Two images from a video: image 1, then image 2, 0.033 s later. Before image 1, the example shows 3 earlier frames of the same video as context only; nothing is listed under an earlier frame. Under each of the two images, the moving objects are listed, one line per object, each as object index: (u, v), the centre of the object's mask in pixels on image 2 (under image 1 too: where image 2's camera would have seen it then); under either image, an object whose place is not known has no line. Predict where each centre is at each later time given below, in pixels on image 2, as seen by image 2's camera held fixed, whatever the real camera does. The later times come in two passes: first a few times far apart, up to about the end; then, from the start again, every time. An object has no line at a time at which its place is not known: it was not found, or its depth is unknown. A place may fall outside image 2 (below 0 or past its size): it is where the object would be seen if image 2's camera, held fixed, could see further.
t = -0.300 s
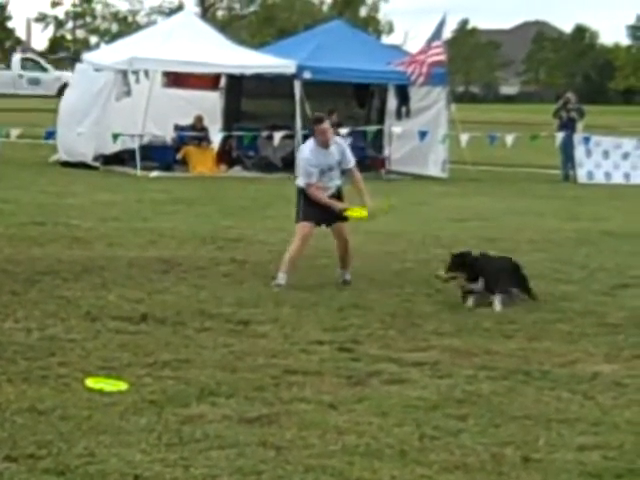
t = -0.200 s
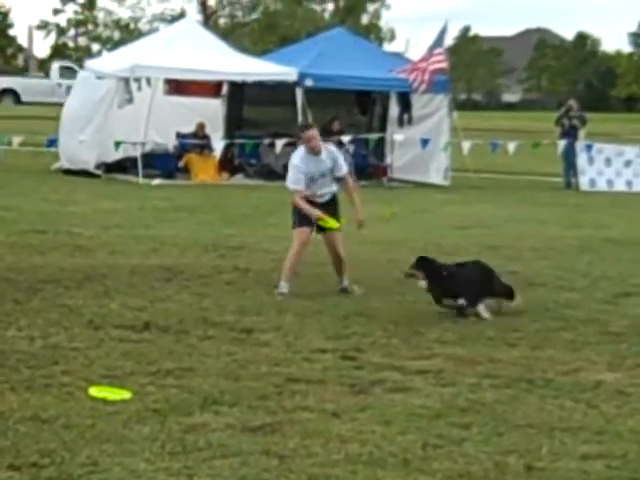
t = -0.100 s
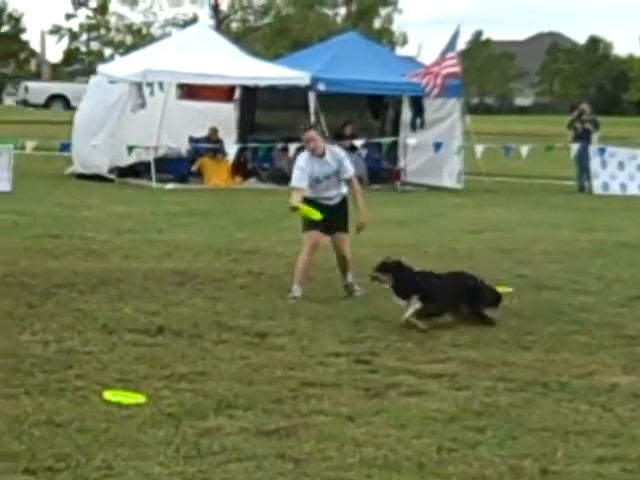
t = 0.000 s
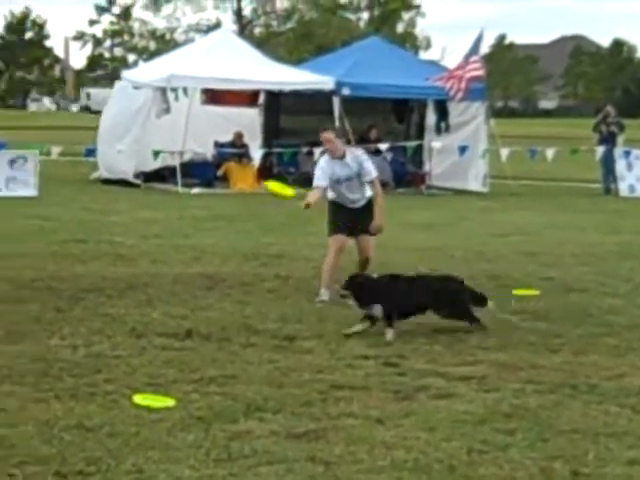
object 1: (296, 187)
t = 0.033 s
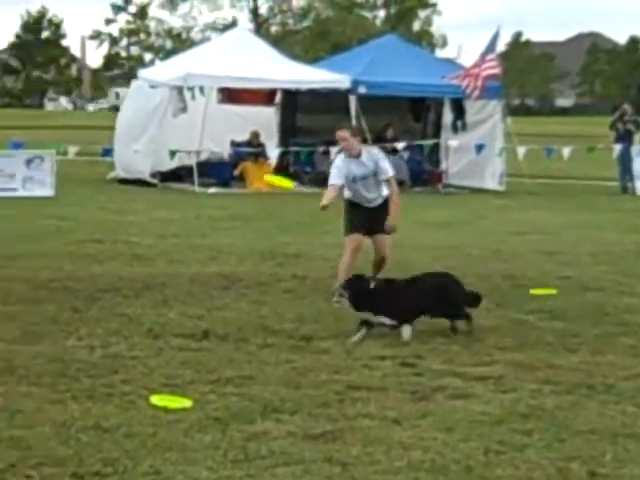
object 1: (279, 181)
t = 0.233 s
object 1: (164, 164)
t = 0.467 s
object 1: (19, 190)
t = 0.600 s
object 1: (-68, 229)
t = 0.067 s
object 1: (259, 175)
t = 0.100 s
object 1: (241, 170)
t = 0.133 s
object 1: (222, 167)
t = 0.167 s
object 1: (202, 165)
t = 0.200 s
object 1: (184, 165)
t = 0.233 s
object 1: (164, 164)
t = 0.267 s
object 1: (143, 165)
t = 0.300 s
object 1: (122, 166)
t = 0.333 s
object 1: (104, 169)
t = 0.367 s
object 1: (83, 173)
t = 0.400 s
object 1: (64, 178)
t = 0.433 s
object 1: (41, 182)
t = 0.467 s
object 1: (19, 190)
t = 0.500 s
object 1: (-1, 199)
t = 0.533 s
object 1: (-23, 208)
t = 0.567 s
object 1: (-46, 218)
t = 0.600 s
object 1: (-68, 229)
